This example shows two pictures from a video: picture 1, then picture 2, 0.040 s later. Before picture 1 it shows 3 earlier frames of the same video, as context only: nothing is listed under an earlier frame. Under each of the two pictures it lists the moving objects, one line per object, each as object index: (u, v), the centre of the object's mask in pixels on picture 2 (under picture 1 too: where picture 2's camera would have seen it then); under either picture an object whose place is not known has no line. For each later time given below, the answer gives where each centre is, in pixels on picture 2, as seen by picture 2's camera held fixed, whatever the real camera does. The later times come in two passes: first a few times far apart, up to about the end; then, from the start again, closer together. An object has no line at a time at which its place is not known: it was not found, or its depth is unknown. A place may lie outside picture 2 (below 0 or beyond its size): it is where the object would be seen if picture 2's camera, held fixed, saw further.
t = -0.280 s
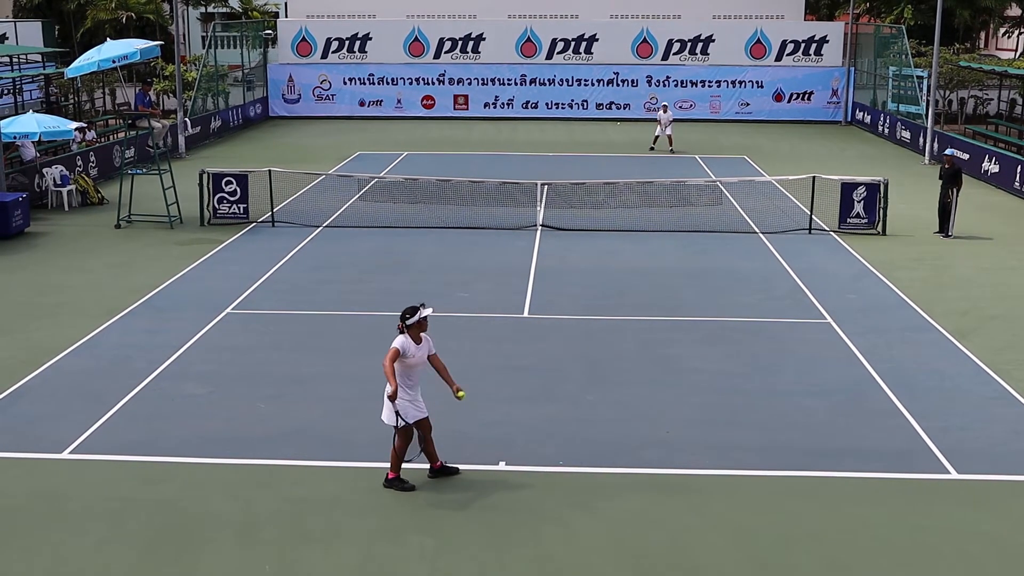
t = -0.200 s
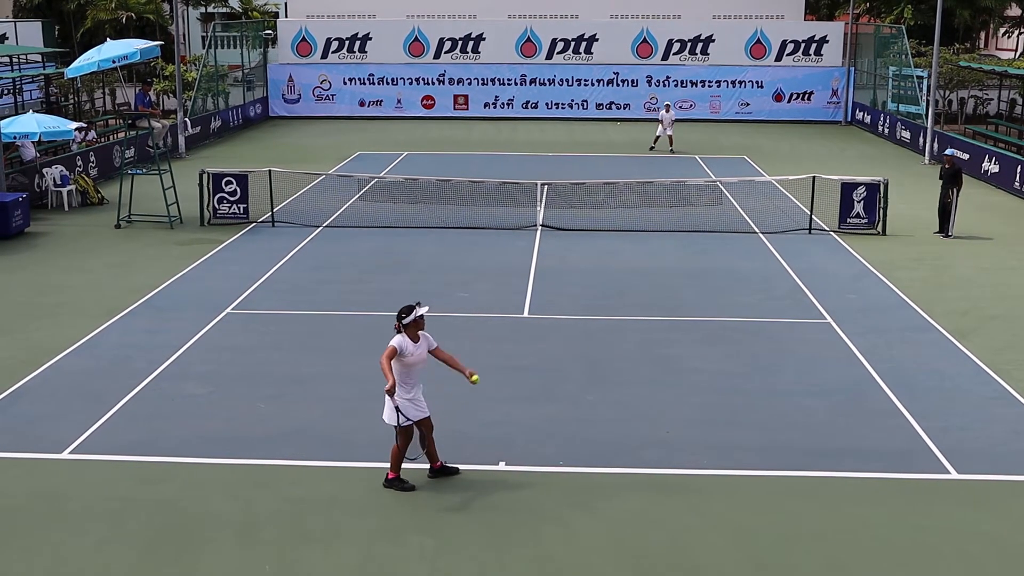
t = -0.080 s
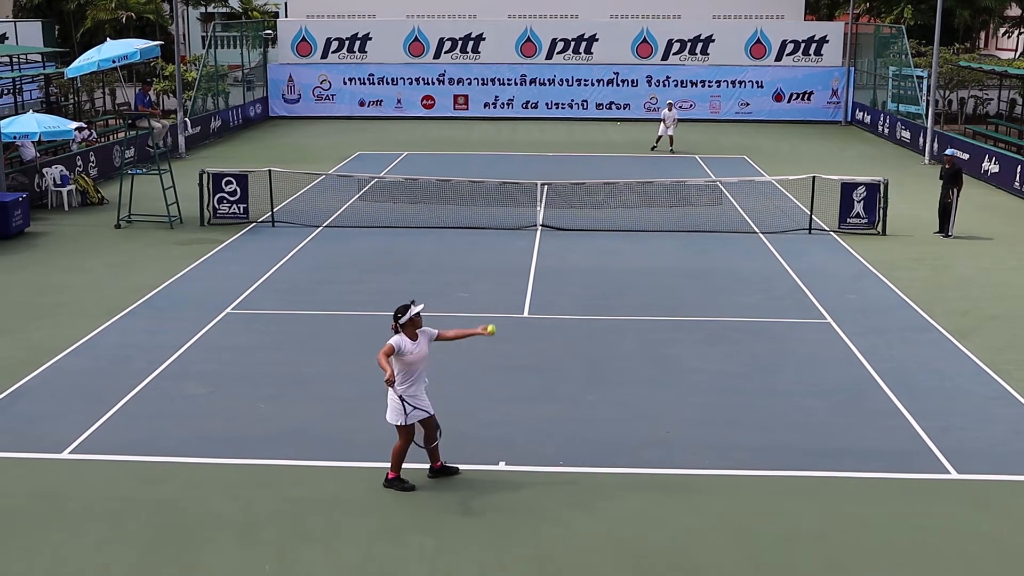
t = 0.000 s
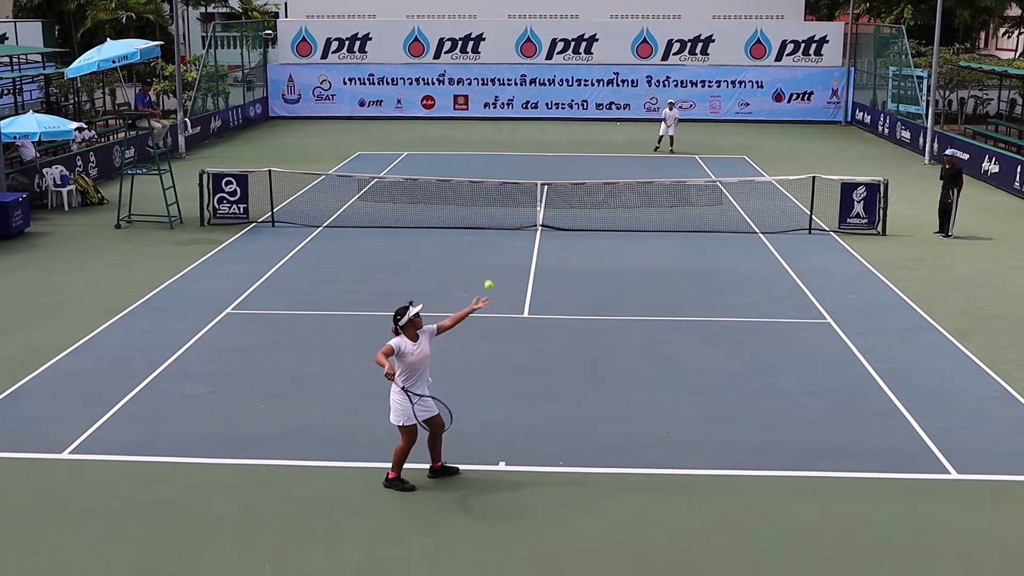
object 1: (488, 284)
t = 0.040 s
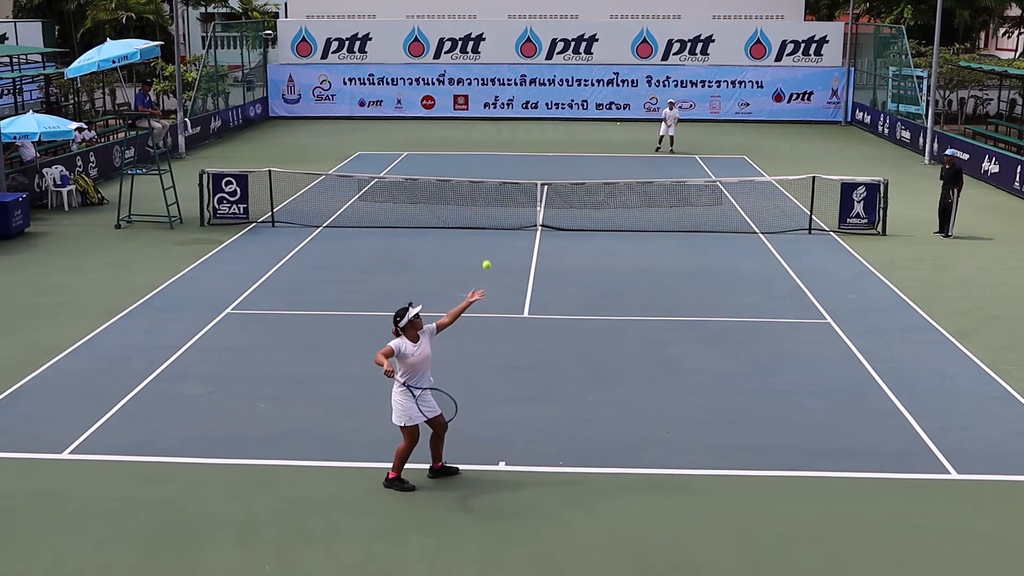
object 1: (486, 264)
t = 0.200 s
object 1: (479, 203)
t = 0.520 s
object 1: (463, 167)
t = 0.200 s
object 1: (479, 203)
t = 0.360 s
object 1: (471, 170)
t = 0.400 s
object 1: (469, 166)
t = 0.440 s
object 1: (467, 165)
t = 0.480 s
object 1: (465, 165)
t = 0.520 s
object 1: (463, 167)
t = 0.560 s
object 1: (461, 170)
